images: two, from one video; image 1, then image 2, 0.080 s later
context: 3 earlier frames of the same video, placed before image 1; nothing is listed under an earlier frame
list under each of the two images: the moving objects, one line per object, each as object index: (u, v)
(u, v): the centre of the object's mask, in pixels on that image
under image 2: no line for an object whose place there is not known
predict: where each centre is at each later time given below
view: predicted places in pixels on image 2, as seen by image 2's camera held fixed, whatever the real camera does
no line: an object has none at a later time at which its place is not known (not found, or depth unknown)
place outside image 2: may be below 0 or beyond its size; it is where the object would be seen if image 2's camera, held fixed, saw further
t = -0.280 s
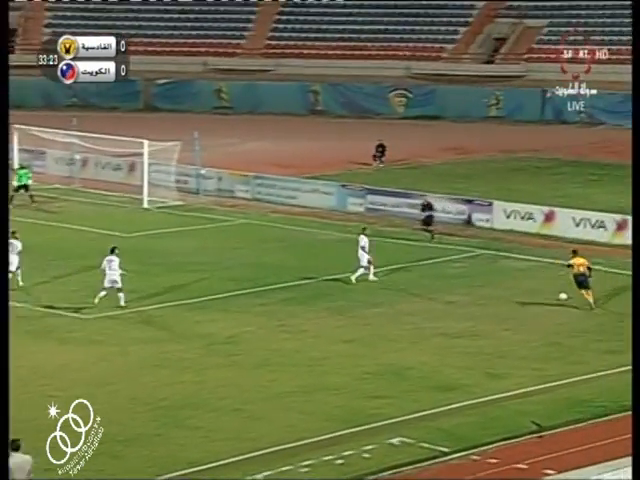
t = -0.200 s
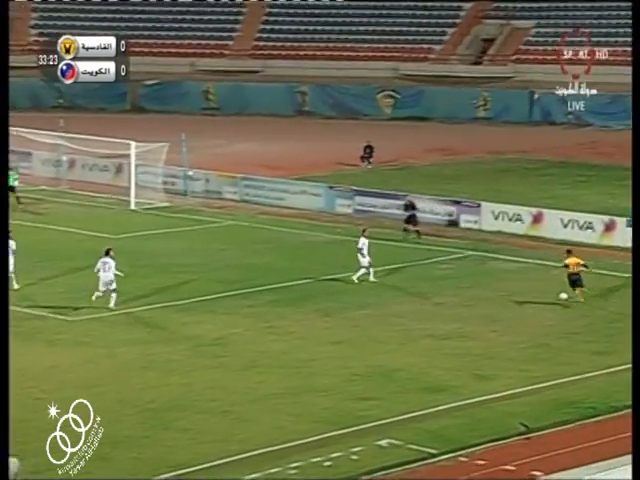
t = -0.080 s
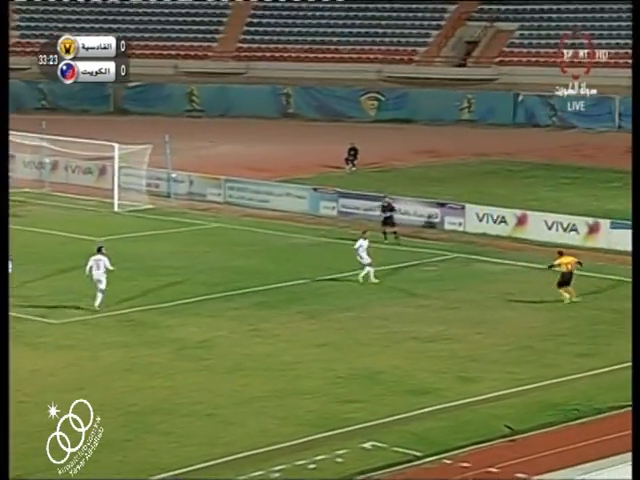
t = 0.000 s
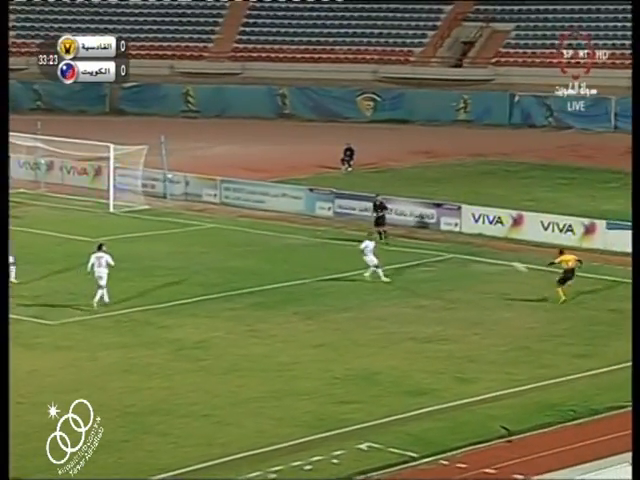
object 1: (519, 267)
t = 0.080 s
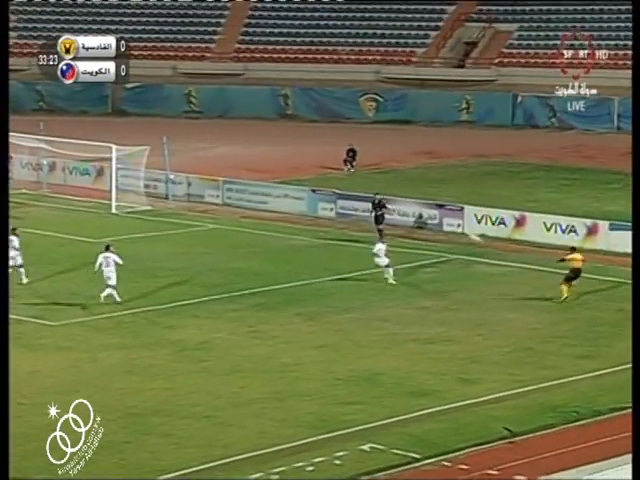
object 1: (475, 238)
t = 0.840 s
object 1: (109, 96)
